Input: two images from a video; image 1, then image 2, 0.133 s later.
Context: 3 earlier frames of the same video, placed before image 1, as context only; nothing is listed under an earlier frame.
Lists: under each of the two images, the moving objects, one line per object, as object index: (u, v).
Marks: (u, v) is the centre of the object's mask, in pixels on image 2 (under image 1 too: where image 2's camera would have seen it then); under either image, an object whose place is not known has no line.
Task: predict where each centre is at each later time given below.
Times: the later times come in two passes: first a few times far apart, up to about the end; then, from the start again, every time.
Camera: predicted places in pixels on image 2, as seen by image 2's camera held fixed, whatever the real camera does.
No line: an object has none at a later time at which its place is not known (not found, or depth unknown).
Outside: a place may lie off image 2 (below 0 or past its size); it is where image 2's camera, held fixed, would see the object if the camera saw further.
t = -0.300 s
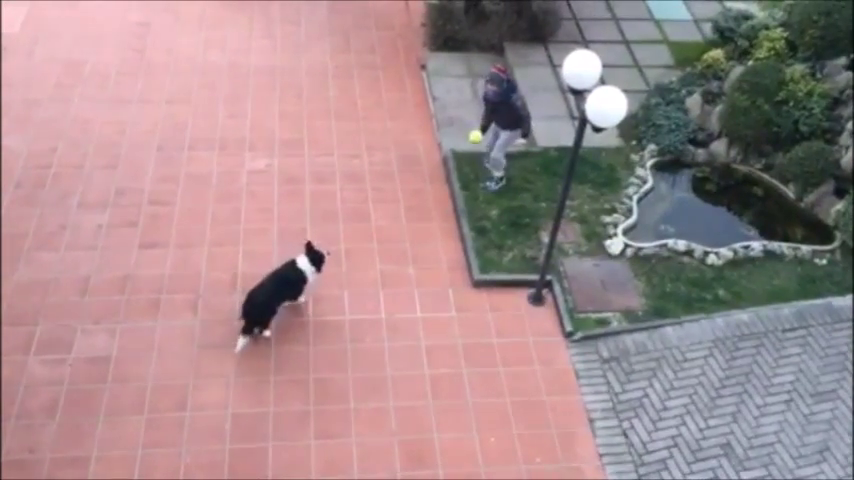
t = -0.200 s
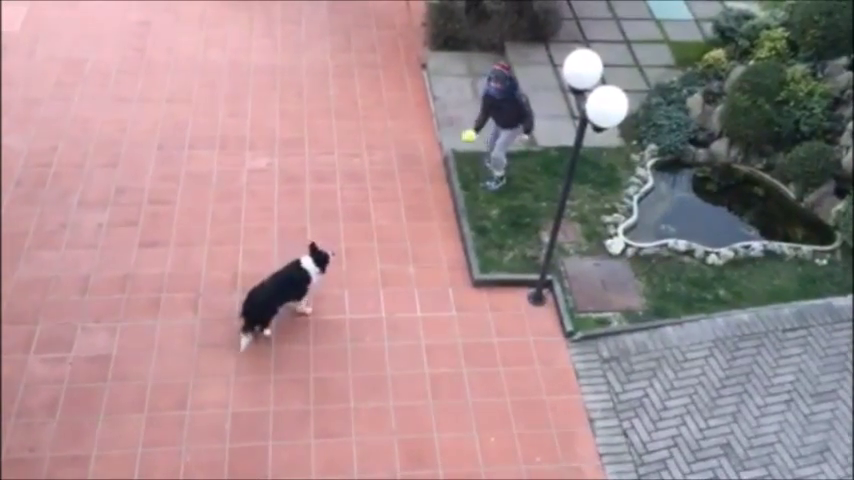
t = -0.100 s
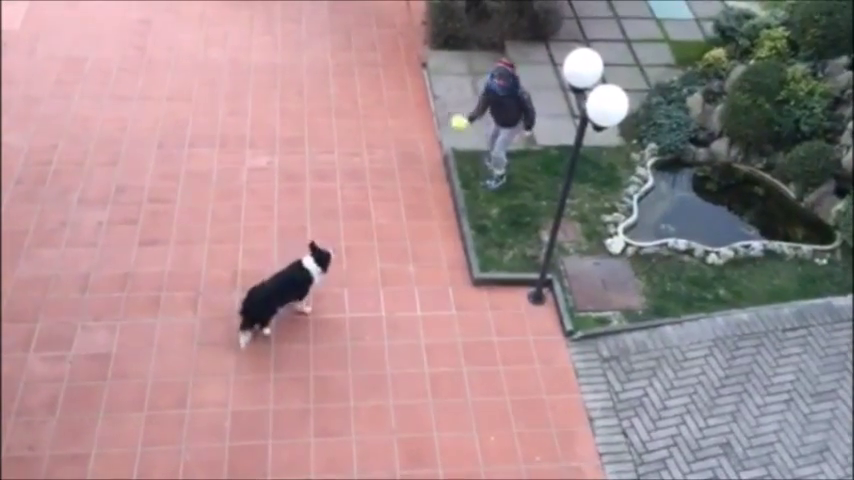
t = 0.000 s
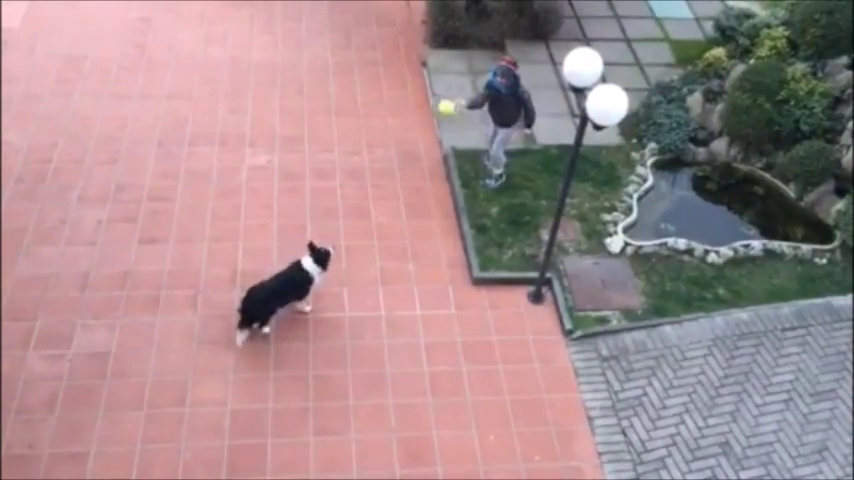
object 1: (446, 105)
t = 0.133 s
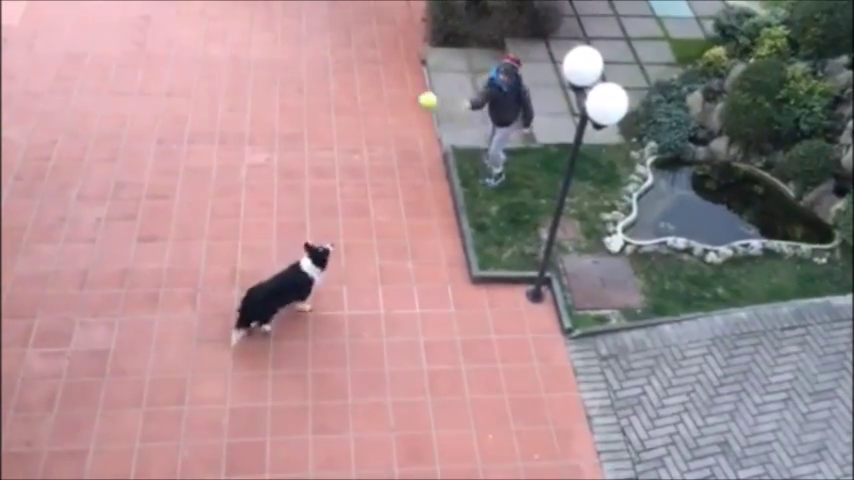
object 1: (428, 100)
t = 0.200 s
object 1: (418, 102)
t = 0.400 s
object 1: (382, 138)
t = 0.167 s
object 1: (424, 100)
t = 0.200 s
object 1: (418, 102)
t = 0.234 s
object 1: (415, 104)
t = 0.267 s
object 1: (408, 108)
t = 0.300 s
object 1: (401, 114)
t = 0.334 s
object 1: (395, 120)
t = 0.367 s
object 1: (388, 129)
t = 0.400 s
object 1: (382, 138)
